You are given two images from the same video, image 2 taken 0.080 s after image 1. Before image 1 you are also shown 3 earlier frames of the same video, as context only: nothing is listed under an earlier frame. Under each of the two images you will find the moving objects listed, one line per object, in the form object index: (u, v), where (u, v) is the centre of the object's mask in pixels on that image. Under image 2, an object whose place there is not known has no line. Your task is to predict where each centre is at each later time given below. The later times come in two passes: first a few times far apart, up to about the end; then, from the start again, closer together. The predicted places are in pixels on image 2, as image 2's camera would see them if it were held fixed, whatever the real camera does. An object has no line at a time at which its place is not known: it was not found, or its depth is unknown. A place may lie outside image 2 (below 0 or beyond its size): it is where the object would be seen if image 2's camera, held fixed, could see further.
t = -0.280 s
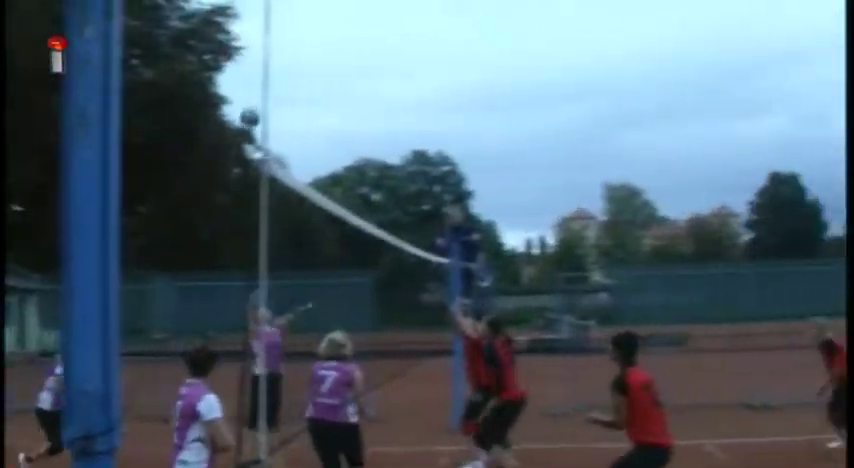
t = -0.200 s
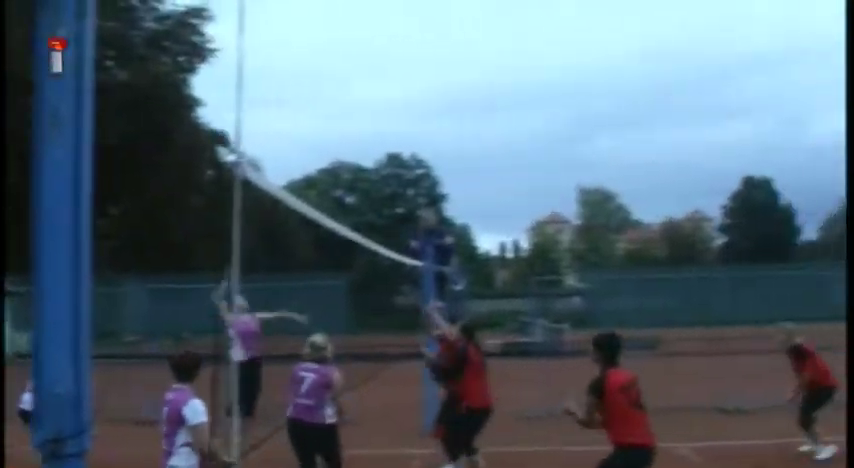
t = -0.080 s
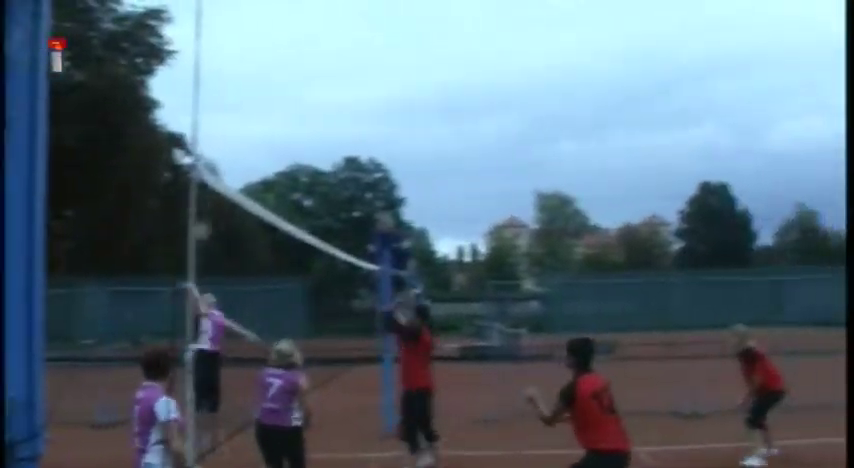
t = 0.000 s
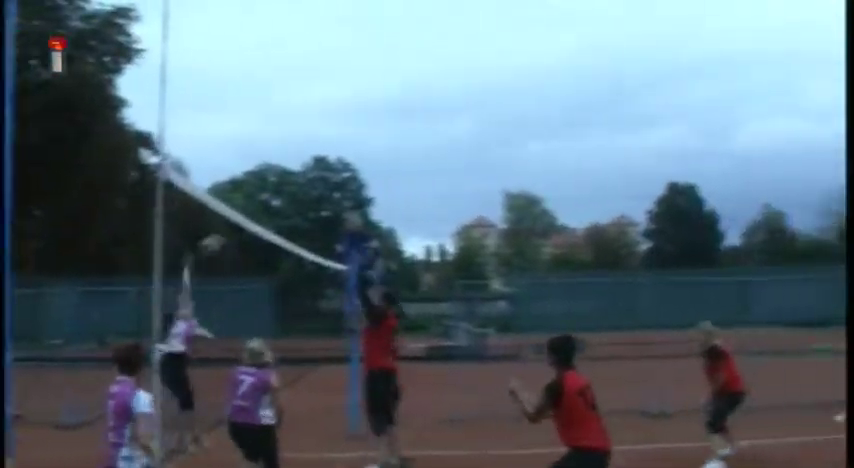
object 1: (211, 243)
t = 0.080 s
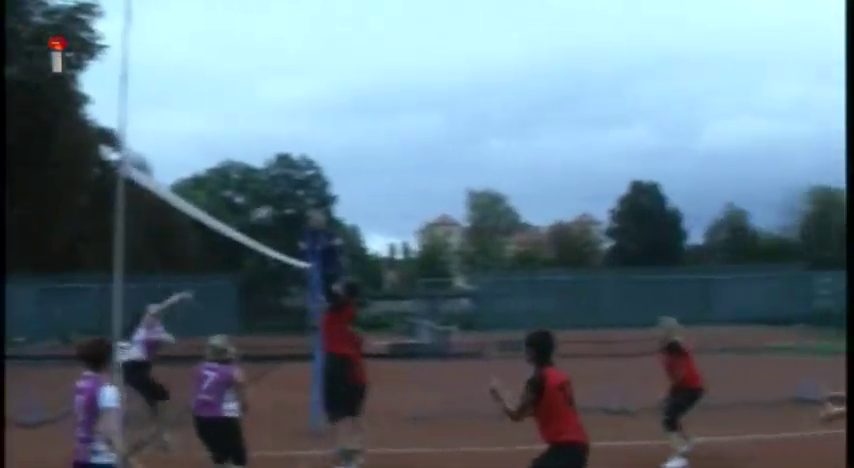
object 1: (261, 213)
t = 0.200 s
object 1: (392, 189)
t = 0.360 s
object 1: (563, 174)
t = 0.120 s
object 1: (307, 201)
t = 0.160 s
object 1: (348, 197)
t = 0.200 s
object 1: (392, 189)
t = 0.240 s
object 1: (435, 183)
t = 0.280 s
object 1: (478, 178)
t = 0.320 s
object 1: (521, 175)
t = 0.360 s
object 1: (563, 174)
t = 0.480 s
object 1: (686, 180)
